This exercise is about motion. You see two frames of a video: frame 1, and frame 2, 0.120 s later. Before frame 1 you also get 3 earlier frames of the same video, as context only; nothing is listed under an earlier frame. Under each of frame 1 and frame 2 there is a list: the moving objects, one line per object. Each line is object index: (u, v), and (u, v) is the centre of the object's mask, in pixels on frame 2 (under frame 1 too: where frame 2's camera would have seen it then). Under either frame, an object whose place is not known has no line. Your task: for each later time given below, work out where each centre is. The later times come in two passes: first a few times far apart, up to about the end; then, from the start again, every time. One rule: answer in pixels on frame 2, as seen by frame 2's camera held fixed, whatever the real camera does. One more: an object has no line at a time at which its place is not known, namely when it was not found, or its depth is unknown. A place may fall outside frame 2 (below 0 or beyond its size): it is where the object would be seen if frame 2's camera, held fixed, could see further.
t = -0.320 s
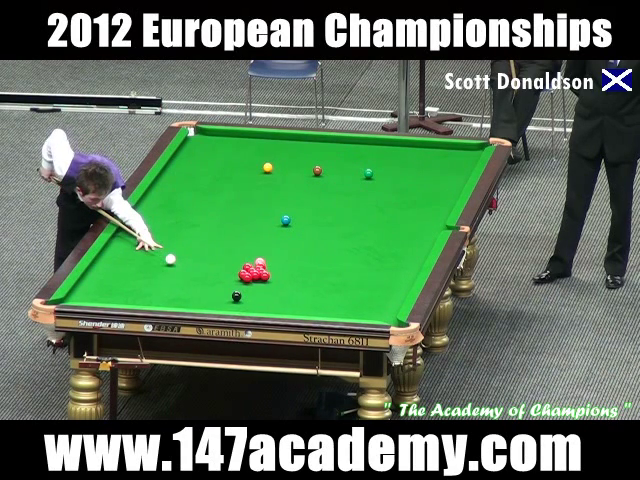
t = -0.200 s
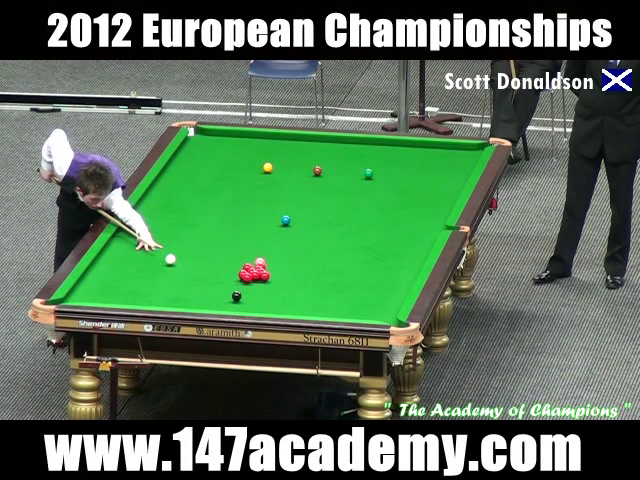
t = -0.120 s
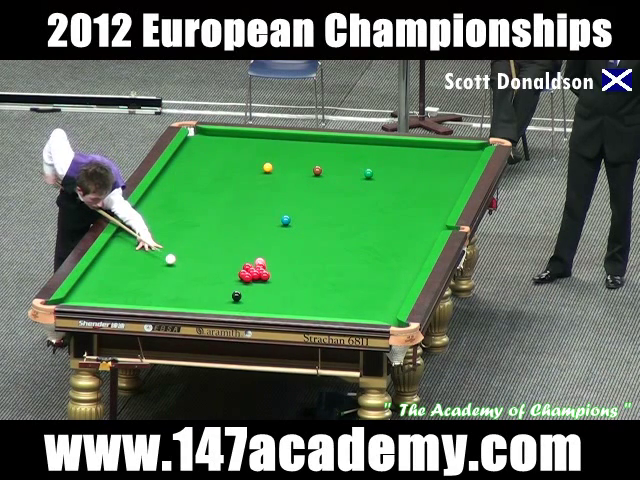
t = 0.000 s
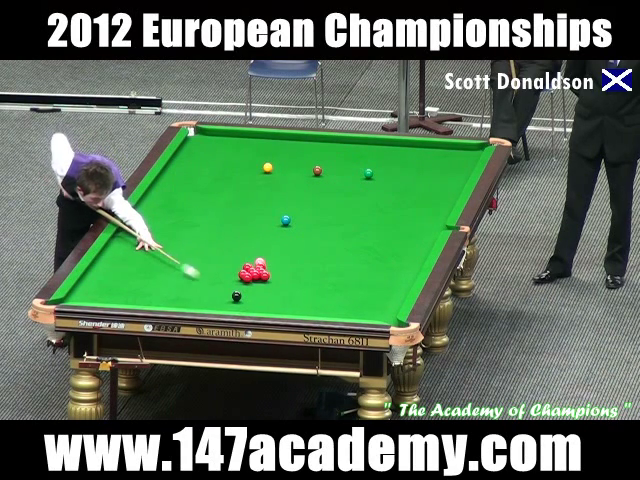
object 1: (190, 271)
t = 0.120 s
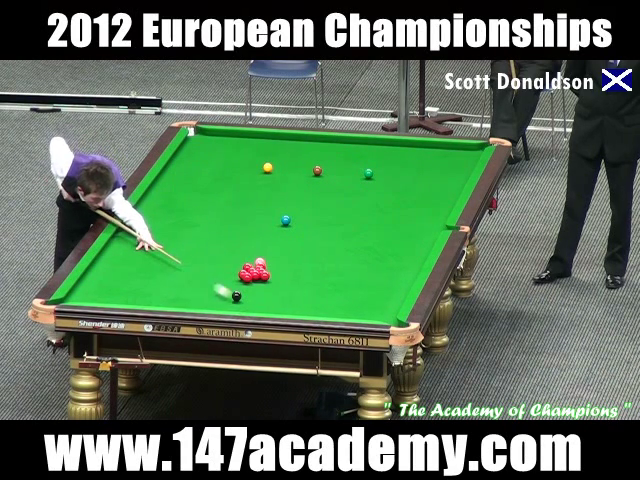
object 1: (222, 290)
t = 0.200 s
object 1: (220, 300)
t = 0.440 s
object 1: (221, 300)
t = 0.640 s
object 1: (238, 288)
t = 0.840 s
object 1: (257, 279)
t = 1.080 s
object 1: (278, 278)
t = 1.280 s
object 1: (293, 279)
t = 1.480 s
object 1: (307, 278)
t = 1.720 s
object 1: (324, 278)
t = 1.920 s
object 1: (337, 278)
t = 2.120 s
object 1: (348, 278)
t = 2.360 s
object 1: (362, 278)
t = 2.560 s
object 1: (372, 278)
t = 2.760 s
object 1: (382, 278)
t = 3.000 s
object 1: (392, 278)
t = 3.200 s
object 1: (400, 278)
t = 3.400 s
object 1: (406, 278)
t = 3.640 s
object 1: (411, 278)
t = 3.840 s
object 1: (408, 277)
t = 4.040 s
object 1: (405, 277)
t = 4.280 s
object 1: (403, 277)
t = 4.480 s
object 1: (401, 277)
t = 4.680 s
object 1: (400, 276)
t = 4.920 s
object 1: (400, 276)
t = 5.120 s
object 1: (399, 276)
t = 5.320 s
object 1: (399, 276)
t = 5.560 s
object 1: (399, 276)
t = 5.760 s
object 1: (399, 276)
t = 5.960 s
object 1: (400, 276)
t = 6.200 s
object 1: (399, 276)
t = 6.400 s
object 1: (399, 276)
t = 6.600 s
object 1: (399, 276)
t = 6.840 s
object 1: (399, 276)
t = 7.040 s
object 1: (399, 276)
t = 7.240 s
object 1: (399, 276)
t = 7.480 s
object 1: (399, 276)
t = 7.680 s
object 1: (399, 276)
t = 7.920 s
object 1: (399, 276)
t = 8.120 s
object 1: (399, 276)
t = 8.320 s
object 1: (399, 276)
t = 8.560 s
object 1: (399, 276)
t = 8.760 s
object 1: (399, 276)
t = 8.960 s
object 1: (400, 276)
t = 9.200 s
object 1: (399, 276)
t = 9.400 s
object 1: (400, 276)
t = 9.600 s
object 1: (400, 276)
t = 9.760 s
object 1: (400, 276)
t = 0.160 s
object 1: (225, 296)
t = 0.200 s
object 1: (220, 300)
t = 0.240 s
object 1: (216, 303)
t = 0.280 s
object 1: (213, 306)
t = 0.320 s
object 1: (211, 307)
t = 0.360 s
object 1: (214, 306)
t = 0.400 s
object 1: (218, 303)
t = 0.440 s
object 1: (221, 300)
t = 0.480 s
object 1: (225, 297)
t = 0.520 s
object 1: (228, 295)
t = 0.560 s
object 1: (232, 292)
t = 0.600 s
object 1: (235, 290)
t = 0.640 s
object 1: (238, 288)
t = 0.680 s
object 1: (242, 285)
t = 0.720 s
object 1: (245, 283)
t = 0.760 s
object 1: (249, 281)
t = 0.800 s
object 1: (253, 280)
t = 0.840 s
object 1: (257, 279)
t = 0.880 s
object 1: (262, 278)
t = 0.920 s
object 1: (265, 278)
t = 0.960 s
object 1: (268, 278)
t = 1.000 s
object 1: (271, 278)
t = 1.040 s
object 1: (275, 278)
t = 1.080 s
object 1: (278, 278)
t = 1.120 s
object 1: (281, 278)
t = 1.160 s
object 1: (284, 278)
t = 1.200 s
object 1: (287, 278)
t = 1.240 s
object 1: (290, 278)
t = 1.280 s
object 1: (293, 279)
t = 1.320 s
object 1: (296, 279)
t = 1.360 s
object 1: (299, 278)
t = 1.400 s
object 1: (302, 278)
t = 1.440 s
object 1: (305, 278)
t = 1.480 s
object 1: (307, 278)
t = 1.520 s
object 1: (310, 278)
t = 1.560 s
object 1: (313, 278)
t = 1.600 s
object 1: (316, 278)
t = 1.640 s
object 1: (318, 278)
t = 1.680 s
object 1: (321, 278)
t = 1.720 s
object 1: (324, 278)
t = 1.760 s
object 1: (326, 278)
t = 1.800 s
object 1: (329, 278)
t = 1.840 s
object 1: (331, 278)
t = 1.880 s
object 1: (334, 278)
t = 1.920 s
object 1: (337, 278)
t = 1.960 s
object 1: (339, 278)
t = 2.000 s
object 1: (341, 278)
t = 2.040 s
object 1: (344, 278)
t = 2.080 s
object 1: (346, 278)
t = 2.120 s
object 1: (348, 278)
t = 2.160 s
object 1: (351, 278)
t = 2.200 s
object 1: (353, 278)
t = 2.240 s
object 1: (355, 278)
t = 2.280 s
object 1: (357, 278)
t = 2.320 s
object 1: (360, 278)
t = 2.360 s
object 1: (362, 278)
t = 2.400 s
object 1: (364, 278)
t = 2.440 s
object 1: (366, 278)
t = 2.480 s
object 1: (368, 278)
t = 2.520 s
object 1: (370, 278)
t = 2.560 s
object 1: (372, 278)
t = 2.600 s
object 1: (374, 278)
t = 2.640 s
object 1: (376, 278)
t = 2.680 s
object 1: (378, 278)
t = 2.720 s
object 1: (380, 278)
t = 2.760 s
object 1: (382, 278)
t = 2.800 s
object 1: (383, 278)
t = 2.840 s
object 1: (385, 278)
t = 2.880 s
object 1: (387, 278)
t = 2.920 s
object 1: (389, 278)
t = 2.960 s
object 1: (391, 278)
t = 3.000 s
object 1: (392, 278)
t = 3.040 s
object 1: (394, 278)
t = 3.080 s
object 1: (395, 278)
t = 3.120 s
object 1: (397, 278)
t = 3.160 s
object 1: (398, 278)
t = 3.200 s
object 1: (400, 278)
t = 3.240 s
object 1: (401, 278)
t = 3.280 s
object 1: (402, 278)
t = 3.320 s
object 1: (404, 278)
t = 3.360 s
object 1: (405, 278)
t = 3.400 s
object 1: (406, 278)
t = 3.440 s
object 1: (408, 278)
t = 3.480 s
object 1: (409, 278)
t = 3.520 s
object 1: (410, 278)
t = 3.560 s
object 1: (411, 278)
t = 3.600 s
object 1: (411, 278)
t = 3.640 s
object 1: (411, 278)
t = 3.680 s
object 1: (411, 278)
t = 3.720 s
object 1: (410, 278)
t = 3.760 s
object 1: (409, 277)
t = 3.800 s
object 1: (409, 277)
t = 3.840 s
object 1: (408, 277)
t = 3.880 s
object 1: (408, 277)
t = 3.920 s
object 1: (407, 277)
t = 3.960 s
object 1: (406, 277)
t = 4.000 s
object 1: (406, 277)
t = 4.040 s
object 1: (405, 277)
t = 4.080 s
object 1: (405, 277)
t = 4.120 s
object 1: (404, 277)
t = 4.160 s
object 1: (404, 277)
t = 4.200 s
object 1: (404, 277)
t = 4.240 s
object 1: (403, 277)
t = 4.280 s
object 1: (403, 277)
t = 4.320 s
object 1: (402, 277)
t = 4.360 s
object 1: (402, 277)
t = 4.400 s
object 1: (402, 277)
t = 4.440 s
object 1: (401, 277)
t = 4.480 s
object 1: (401, 277)
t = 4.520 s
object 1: (401, 277)
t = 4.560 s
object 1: (401, 276)
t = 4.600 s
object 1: (400, 277)
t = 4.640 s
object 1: (400, 276)
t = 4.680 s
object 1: (400, 276)
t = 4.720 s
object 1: (400, 276)
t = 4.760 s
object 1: (400, 276)
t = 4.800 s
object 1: (400, 276)
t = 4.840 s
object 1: (400, 276)
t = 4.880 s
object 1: (400, 276)
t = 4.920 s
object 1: (400, 276)
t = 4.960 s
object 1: (399, 276)
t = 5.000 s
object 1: (399, 276)
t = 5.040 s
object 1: (399, 276)
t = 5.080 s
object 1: (399, 276)
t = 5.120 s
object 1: (399, 276)
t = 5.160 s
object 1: (399, 276)
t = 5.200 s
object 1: (399, 276)
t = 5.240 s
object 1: (399, 276)
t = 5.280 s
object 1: (399, 276)
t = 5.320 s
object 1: (399, 276)
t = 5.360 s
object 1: (399, 276)
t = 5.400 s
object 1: (399, 276)
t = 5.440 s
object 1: (399, 276)
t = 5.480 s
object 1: (399, 276)
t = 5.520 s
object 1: (399, 276)
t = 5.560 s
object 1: (399, 276)
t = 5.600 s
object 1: (399, 276)
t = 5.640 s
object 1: (399, 276)
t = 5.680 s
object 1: (399, 276)
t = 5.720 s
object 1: (399, 276)
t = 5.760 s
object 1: (399, 276)
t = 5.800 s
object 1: (399, 276)
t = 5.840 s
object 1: (399, 276)
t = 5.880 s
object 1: (400, 276)
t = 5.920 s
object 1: (400, 276)
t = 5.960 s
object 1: (400, 276)
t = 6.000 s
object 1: (400, 276)
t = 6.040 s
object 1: (400, 276)
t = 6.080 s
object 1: (400, 276)
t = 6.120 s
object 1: (399, 276)
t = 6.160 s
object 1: (399, 276)
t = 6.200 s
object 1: (399, 276)
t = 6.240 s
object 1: (399, 276)
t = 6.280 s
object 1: (399, 276)
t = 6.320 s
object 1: (399, 276)
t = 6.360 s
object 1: (399, 276)
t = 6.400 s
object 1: (399, 276)
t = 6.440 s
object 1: (399, 276)
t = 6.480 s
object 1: (399, 276)
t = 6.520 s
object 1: (399, 276)
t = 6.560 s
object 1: (399, 276)
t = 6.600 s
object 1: (399, 276)
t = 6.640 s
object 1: (399, 276)
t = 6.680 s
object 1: (399, 276)
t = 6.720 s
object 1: (399, 276)
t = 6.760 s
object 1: (399, 276)
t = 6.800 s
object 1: (399, 276)
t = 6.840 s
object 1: (399, 276)
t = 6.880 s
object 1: (399, 276)
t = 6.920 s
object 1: (399, 276)
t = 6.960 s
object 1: (399, 276)
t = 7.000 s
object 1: (399, 276)
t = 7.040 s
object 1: (399, 276)
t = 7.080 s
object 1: (399, 276)
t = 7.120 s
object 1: (399, 276)
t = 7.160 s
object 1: (399, 276)
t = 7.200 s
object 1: (399, 276)
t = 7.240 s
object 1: (399, 276)
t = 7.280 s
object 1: (399, 276)
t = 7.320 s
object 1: (399, 276)
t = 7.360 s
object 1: (399, 276)
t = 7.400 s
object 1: (399, 276)
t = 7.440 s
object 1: (399, 276)
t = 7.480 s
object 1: (399, 276)
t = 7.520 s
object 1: (399, 276)
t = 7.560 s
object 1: (399, 276)
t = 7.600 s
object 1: (399, 276)
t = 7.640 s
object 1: (399, 276)
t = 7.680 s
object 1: (399, 276)
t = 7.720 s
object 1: (399, 276)
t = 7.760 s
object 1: (399, 276)
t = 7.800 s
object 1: (399, 276)
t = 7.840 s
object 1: (399, 276)
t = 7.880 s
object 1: (399, 276)
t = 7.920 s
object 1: (399, 276)
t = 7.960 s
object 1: (399, 276)
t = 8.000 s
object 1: (399, 276)
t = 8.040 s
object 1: (399, 276)
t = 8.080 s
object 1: (399, 276)
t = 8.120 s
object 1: (399, 276)
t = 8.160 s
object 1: (399, 276)
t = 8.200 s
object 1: (399, 276)
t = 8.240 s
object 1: (399, 276)
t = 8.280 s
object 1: (399, 276)
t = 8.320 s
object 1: (399, 276)
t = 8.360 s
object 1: (399, 276)
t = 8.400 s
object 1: (399, 276)
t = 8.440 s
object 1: (399, 276)
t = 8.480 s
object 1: (399, 276)
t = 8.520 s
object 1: (399, 276)
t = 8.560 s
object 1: (399, 276)
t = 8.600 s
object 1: (399, 276)
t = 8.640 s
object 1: (399, 276)
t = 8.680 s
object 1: (399, 276)
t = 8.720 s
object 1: (399, 276)
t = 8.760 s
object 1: (399, 276)
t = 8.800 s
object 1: (399, 276)
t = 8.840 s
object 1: (400, 276)
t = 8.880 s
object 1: (400, 276)
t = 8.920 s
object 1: (400, 276)
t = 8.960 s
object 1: (400, 276)
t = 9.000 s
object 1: (400, 276)
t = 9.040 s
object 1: (400, 276)
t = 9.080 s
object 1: (400, 276)
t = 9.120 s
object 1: (400, 276)
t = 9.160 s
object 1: (399, 276)
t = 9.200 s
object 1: (399, 276)
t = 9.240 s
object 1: (400, 276)
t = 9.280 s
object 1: (399, 276)
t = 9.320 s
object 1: (400, 276)
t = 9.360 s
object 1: (400, 276)
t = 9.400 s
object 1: (400, 276)
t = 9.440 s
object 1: (400, 276)
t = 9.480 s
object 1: (400, 276)
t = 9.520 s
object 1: (400, 276)
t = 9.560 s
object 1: (400, 276)
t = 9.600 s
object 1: (400, 276)
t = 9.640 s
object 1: (400, 276)
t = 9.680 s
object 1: (400, 276)
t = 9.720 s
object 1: (400, 276)
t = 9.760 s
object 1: (400, 276)
